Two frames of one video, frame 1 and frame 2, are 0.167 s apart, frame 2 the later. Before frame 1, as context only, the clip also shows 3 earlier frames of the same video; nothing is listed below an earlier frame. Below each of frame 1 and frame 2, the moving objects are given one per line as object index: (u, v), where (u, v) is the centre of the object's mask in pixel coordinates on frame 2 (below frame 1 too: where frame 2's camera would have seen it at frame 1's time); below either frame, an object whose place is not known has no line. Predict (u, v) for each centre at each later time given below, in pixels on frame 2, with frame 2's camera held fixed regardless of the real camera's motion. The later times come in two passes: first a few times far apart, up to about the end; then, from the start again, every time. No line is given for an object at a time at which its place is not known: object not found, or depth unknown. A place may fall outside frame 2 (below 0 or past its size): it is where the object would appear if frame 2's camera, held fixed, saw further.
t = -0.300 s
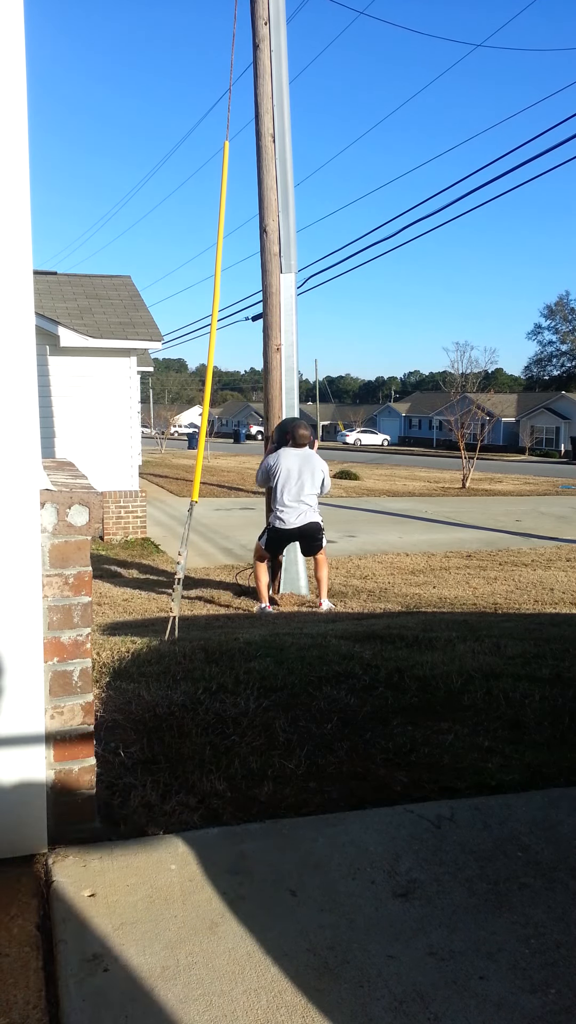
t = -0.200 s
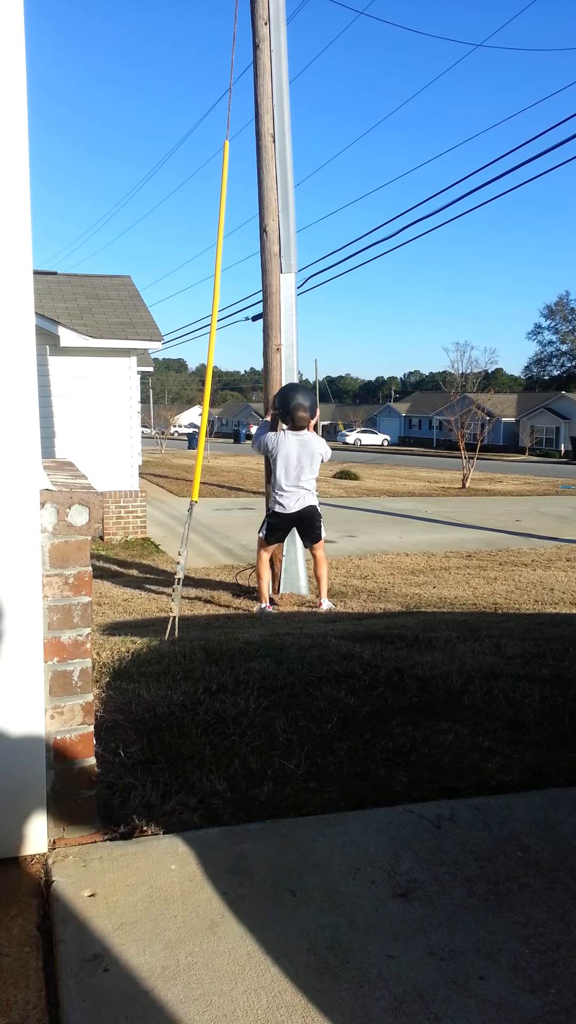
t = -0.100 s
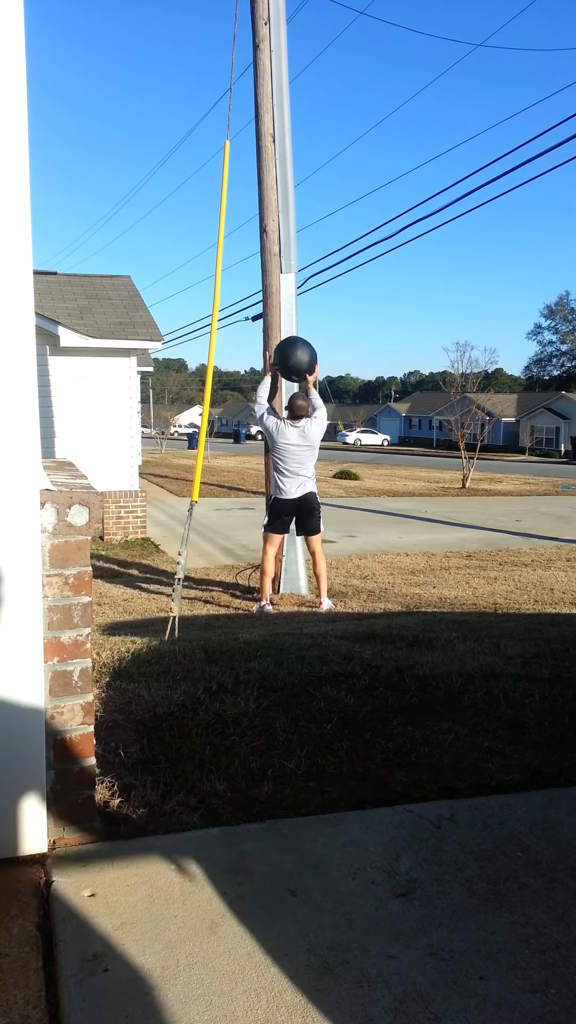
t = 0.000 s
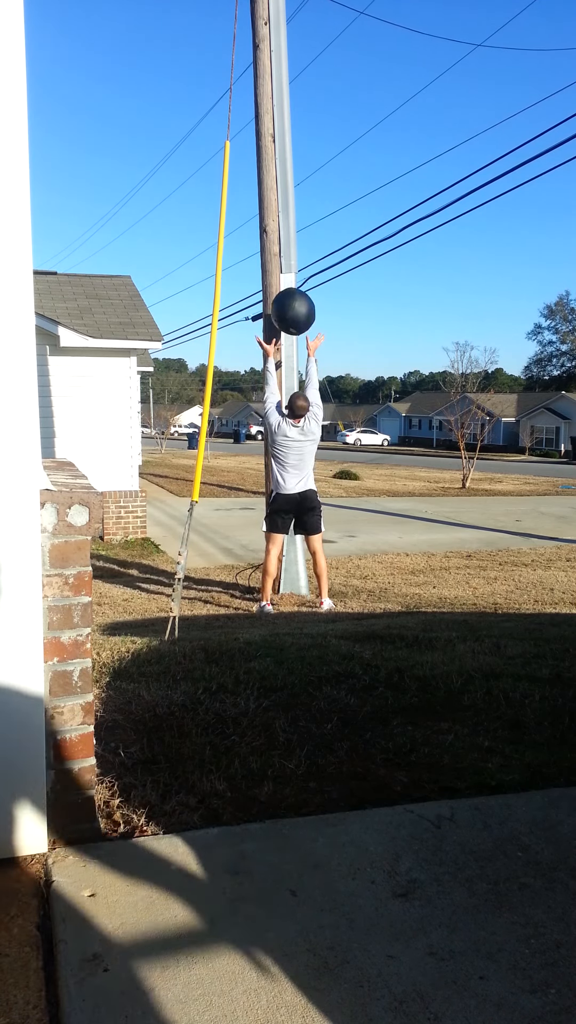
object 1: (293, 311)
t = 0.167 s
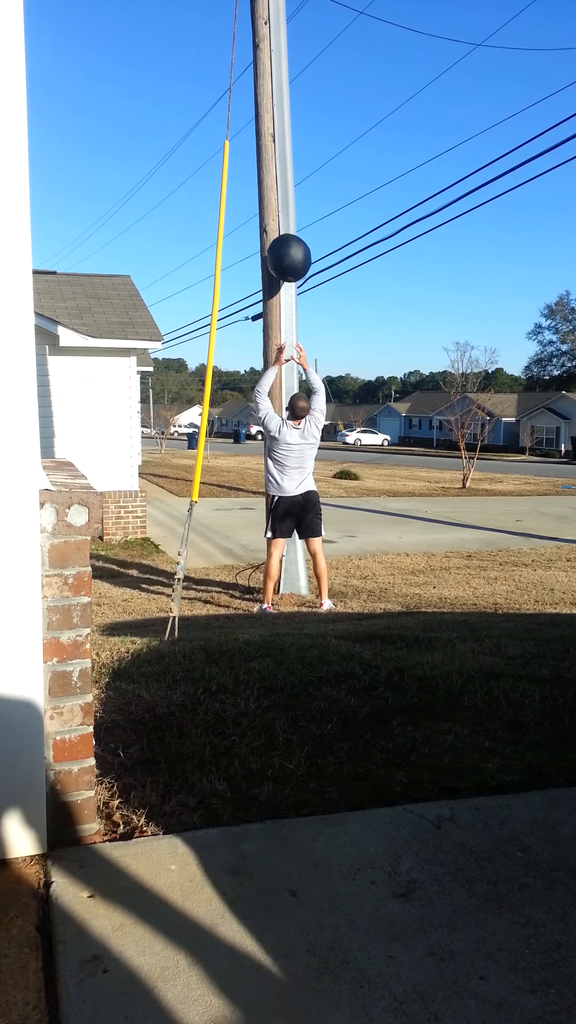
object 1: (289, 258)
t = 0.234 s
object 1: (287, 247)
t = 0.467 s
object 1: (283, 250)
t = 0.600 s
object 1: (282, 278)
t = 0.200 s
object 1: (288, 252)
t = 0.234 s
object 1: (287, 247)
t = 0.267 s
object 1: (286, 243)
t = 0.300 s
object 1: (285, 242)
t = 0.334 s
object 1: (284, 241)
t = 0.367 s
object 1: (283, 243)
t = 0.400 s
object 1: (283, 245)
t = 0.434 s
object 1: (283, 247)
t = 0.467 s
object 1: (283, 250)
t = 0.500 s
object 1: (283, 255)
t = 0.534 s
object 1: (283, 261)
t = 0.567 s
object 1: (282, 269)
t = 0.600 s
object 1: (282, 278)
